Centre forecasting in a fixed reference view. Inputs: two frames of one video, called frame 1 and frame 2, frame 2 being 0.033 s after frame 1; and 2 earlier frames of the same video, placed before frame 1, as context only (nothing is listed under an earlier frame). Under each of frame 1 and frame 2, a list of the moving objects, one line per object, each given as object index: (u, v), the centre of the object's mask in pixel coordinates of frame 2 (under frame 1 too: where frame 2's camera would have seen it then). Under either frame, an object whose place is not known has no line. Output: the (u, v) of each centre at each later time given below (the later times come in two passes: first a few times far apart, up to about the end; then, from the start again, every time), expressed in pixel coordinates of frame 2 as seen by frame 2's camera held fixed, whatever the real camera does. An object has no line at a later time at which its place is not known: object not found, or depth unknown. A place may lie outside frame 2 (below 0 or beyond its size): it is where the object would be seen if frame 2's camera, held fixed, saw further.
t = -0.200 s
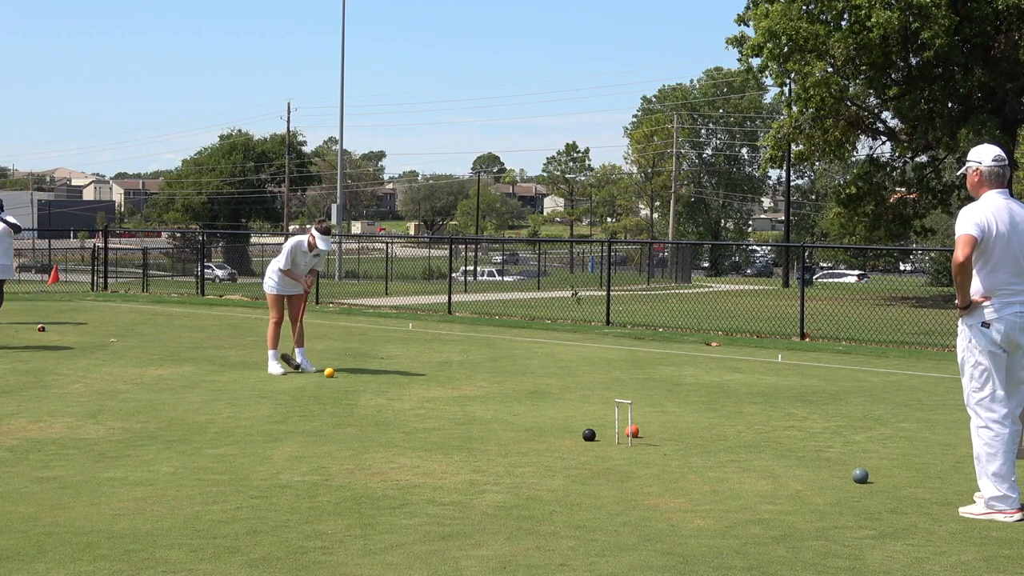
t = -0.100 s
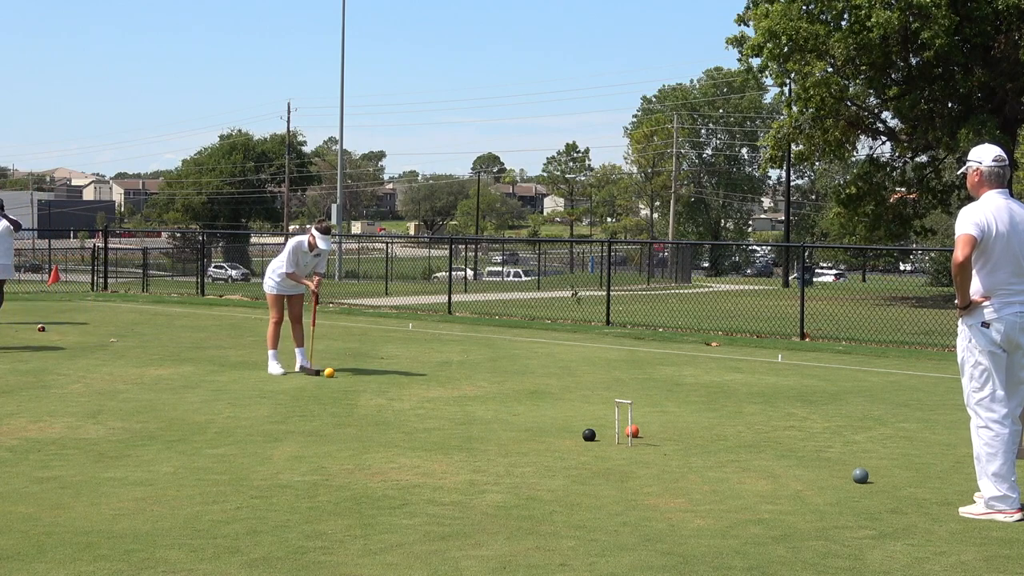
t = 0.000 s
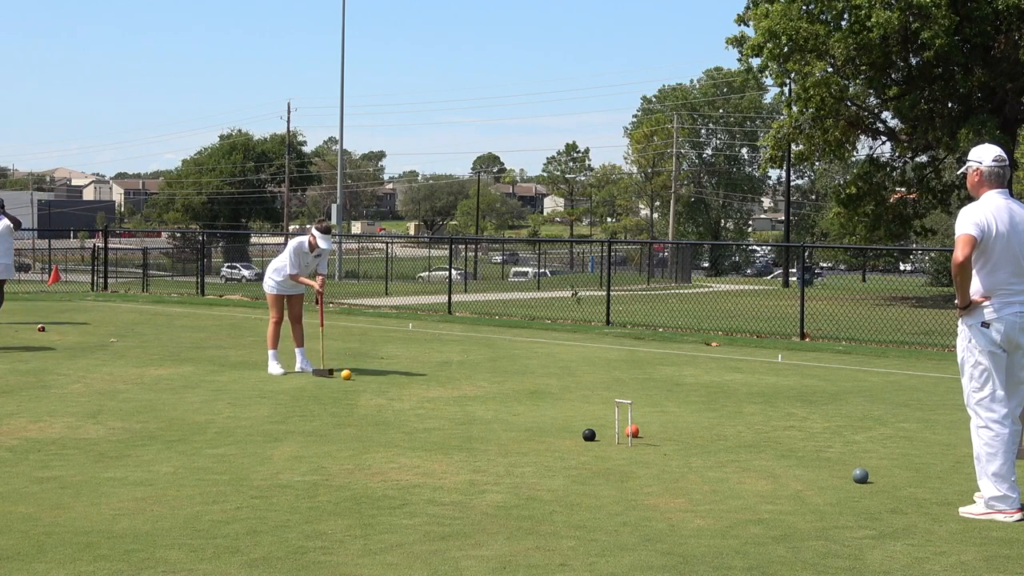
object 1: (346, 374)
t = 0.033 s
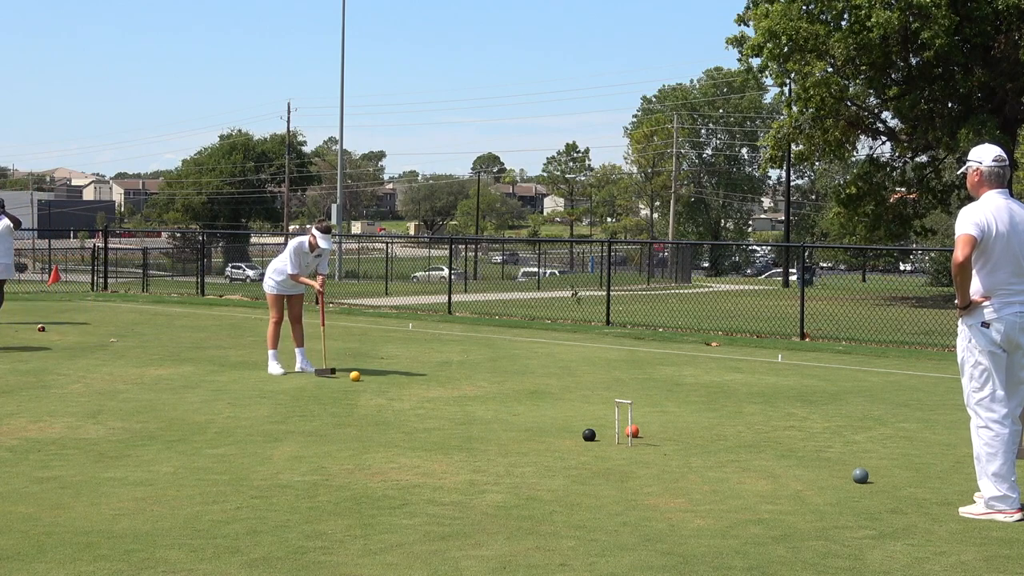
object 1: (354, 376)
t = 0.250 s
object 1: (403, 381)
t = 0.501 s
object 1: (451, 388)
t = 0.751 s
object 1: (495, 394)
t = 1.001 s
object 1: (539, 400)
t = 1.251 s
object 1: (581, 406)
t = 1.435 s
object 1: (608, 409)
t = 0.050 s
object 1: (359, 376)
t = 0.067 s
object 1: (363, 376)
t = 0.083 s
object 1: (366, 377)
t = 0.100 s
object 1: (371, 378)
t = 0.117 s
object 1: (375, 378)
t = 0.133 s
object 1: (378, 378)
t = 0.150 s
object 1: (382, 378)
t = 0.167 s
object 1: (385, 379)
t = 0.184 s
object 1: (389, 379)
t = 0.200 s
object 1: (393, 380)
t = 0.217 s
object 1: (396, 380)
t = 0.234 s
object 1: (400, 381)
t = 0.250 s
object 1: (403, 381)
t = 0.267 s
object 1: (407, 382)
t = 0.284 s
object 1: (410, 382)
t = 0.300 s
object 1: (413, 383)
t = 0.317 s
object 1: (416, 384)
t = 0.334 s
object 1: (419, 384)
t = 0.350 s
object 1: (423, 384)
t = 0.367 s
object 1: (426, 385)
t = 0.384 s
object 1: (429, 385)
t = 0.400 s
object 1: (432, 386)
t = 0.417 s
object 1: (435, 386)
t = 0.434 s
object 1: (439, 386)
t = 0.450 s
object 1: (442, 387)
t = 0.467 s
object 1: (445, 387)
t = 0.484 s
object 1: (448, 387)
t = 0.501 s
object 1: (451, 388)
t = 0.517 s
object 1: (454, 389)
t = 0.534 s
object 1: (457, 389)
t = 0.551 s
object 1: (460, 389)
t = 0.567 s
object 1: (463, 390)
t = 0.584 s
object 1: (466, 390)
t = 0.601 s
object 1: (469, 391)
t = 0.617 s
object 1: (472, 391)
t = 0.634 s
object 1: (475, 392)
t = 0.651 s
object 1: (478, 392)
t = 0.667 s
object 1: (481, 392)
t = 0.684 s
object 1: (484, 393)
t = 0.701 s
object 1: (487, 393)
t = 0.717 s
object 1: (490, 394)
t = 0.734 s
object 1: (493, 394)
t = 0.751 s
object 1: (495, 394)
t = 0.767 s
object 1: (498, 395)
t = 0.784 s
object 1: (501, 395)
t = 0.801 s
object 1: (505, 396)
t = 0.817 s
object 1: (507, 396)
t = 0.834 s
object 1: (510, 397)
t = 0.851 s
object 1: (513, 397)
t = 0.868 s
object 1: (516, 397)
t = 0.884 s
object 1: (519, 398)
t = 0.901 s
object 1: (522, 398)
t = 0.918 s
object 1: (525, 398)
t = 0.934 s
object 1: (528, 399)
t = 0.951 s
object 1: (531, 399)
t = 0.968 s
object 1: (533, 399)
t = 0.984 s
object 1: (536, 400)
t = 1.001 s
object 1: (539, 400)
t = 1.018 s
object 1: (542, 401)
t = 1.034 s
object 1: (545, 401)
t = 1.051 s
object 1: (548, 401)
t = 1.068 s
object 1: (550, 402)
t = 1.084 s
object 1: (553, 402)
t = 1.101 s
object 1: (556, 403)
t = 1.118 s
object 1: (559, 403)
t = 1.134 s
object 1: (562, 404)
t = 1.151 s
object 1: (565, 404)
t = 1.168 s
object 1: (567, 405)
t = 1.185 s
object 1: (570, 405)
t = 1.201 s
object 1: (573, 405)
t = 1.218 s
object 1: (575, 405)
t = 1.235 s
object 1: (578, 405)
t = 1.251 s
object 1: (581, 406)
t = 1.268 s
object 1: (583, 406)
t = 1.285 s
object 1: (585, 406)
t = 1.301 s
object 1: (588, 406)
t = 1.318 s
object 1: (590, 407)
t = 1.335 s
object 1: (593, 407)
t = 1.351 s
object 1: (596, 407)
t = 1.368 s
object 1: (598, 408)
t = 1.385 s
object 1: (600, 408)
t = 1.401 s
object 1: (603, 408)
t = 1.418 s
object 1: (605, 408)
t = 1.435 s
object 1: (608, 409)
